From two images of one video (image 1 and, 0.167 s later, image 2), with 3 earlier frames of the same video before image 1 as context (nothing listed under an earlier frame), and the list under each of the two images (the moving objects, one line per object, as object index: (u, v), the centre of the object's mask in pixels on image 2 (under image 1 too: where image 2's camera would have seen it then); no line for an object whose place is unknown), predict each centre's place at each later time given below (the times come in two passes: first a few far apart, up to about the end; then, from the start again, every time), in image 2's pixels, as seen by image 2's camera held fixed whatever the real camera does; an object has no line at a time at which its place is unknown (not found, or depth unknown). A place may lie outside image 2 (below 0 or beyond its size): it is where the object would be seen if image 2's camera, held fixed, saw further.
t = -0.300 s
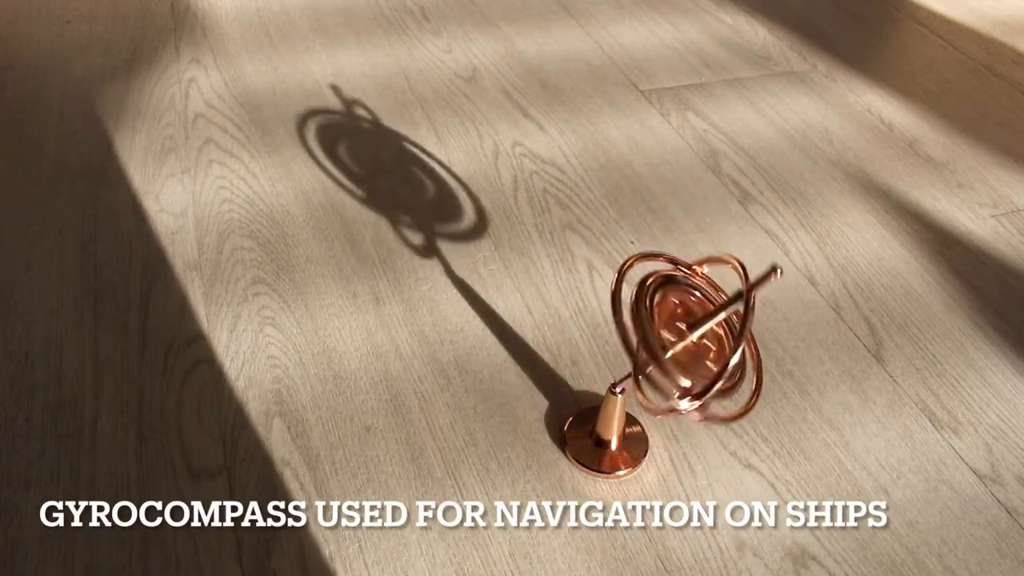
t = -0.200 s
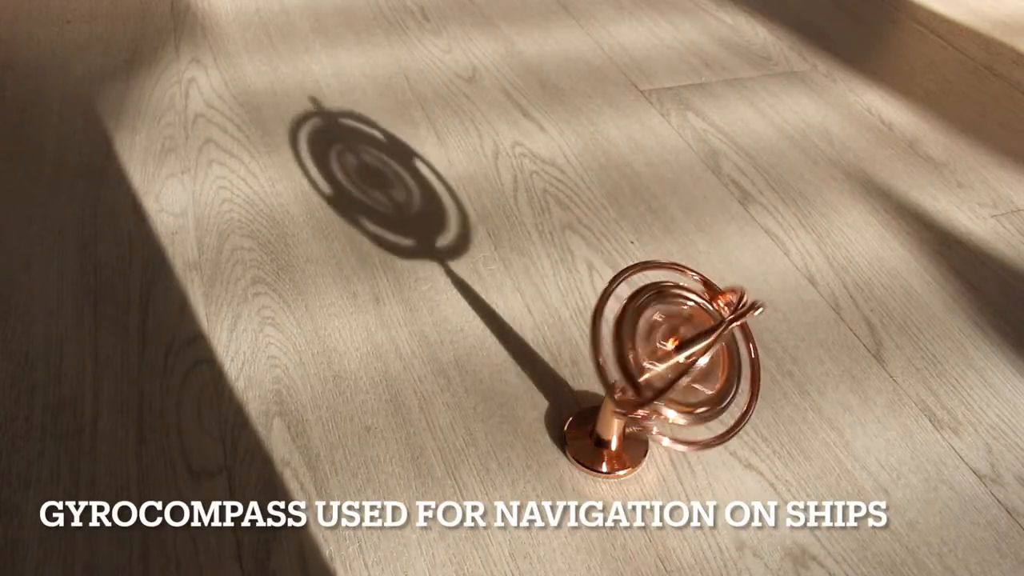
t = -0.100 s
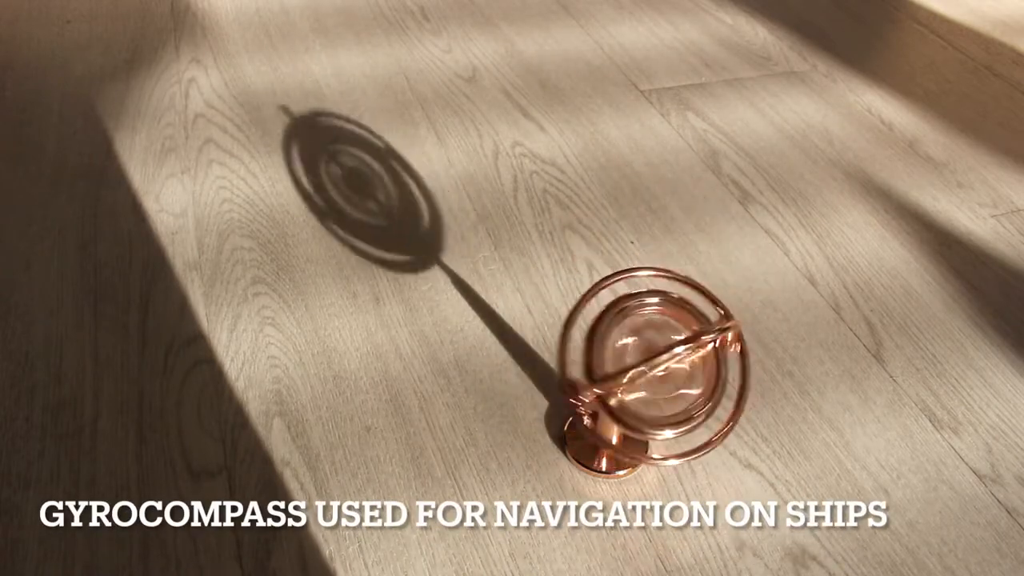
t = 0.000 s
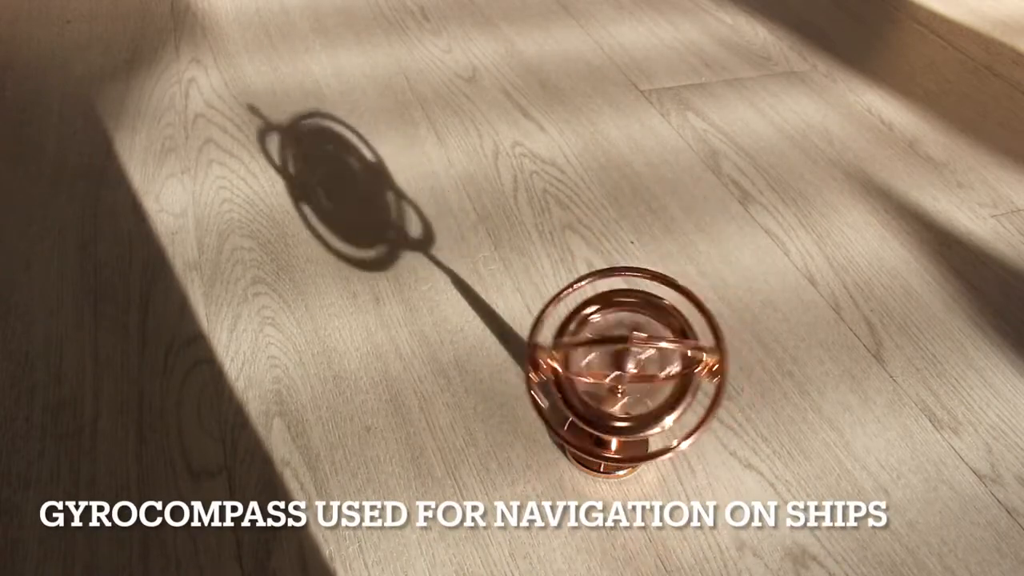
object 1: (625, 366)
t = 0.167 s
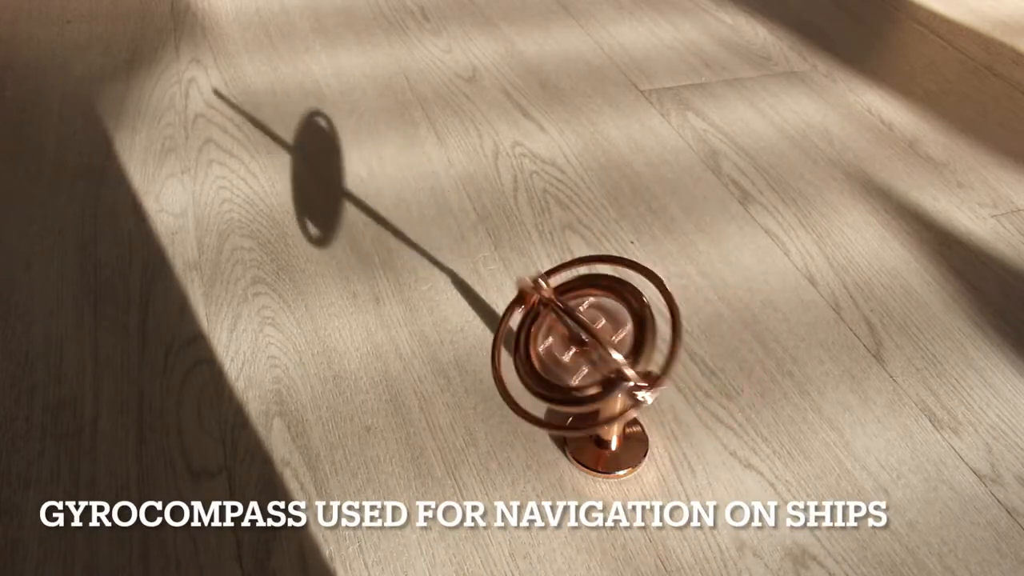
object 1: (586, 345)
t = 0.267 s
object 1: (576, 321)
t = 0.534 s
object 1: (613, 279)
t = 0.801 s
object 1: (686, 305)
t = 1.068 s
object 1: (669, 354)
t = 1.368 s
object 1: (590, 352)
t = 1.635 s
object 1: (582, 290)
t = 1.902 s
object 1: (659, 284)
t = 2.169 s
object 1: (692, 342)
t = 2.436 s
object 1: (625, 371)
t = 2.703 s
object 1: (572, 321)
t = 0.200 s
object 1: (581, 336)
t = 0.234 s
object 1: (578, 329)
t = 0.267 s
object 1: (576, 321)
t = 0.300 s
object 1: (575, 313)
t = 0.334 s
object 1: (576, 305)
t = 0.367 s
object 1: (579, 298)
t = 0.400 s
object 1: (583, 293)
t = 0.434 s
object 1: (589, 288)
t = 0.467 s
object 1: (595, 283)
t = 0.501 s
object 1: (603, 280)
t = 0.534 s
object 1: (613, 279)
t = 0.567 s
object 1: (624, 278)
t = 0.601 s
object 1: (633, 278)
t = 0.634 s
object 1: (643, 280)
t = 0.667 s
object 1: (654, 283)
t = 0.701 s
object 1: (664, 287)
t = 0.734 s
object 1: (673, 292)
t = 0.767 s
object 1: (681, 299)
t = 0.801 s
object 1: (686, 305)
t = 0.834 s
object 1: (690, 312)
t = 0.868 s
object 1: (693, 319)
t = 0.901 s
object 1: (693, 327)
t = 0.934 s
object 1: (692, 335)
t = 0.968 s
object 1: (688, 343)
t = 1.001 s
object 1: (684, 350)
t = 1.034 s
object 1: (678, 356)
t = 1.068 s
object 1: (669, 354)
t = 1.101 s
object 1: (661, 358)
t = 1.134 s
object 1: (651, 362)
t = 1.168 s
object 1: (644, 370)
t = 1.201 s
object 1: (634, 369)
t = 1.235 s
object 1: (624, 368)
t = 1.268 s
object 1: (615, 366)
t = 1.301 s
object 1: (606, 362)
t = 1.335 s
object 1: (598, 358)
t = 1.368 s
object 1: (590, 352)
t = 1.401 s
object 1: (583, 345)
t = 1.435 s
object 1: (578, 337)
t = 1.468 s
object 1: (575, 329)
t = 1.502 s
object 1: (573, 320)
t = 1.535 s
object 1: (572, 311)
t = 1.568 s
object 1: (574, 304)
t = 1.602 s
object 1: (578, 297)
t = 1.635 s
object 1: (582, 290)
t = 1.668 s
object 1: (589, 286)
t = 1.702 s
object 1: (596, 282)
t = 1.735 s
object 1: (605, 279)
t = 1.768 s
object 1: (616, 278)
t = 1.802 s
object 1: (627, 278)
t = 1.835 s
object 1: (638, 278)
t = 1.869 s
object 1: (649, 281)
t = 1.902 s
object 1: (659, 284)
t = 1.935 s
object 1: (669, 290)
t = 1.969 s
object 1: (678, 295)
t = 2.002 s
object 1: (685, 302)
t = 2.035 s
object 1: (690, 309)
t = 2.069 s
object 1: (694, 317)
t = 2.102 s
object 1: (694, 325)
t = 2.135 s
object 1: (694, 333)
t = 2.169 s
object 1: (692, 342)
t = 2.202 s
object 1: (687, 350)
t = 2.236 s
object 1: (682, 356)
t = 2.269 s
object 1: (673, 356)
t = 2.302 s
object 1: (668, 366)
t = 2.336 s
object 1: (659, 368)
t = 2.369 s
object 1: (646, 365)
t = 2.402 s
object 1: (636, 372)
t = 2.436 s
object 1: (625, 371)
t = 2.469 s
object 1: (616, 369)
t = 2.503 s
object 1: (606, 365)
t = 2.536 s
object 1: (597, 361)
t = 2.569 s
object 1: (588, 354)
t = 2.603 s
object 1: (582, 346)
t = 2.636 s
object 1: (577, 337)
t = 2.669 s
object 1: (574, 329)
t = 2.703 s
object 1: (572, 321)
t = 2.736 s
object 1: (571, 312)
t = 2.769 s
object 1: (571, 303)
